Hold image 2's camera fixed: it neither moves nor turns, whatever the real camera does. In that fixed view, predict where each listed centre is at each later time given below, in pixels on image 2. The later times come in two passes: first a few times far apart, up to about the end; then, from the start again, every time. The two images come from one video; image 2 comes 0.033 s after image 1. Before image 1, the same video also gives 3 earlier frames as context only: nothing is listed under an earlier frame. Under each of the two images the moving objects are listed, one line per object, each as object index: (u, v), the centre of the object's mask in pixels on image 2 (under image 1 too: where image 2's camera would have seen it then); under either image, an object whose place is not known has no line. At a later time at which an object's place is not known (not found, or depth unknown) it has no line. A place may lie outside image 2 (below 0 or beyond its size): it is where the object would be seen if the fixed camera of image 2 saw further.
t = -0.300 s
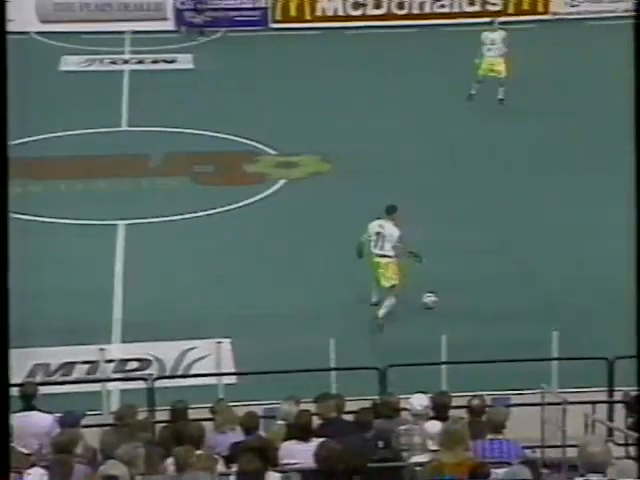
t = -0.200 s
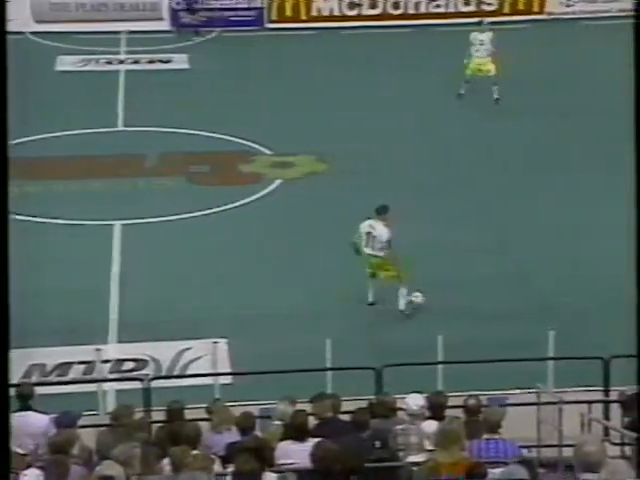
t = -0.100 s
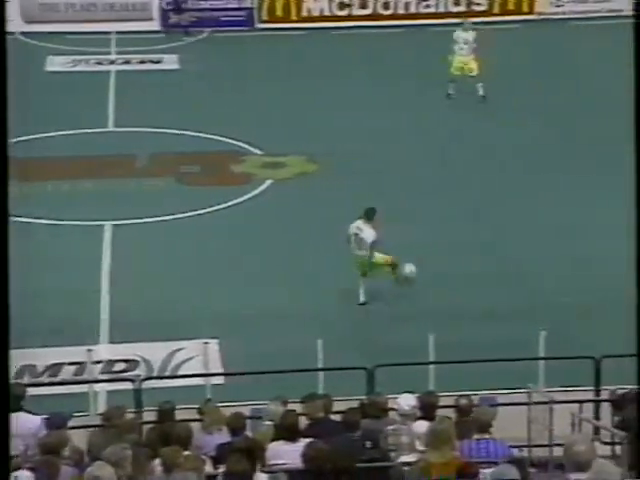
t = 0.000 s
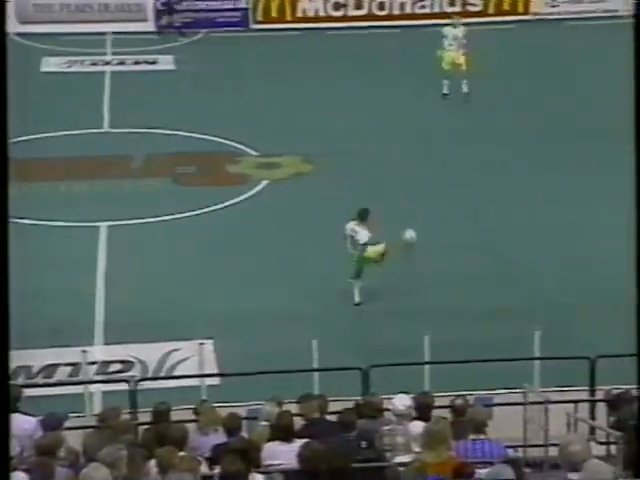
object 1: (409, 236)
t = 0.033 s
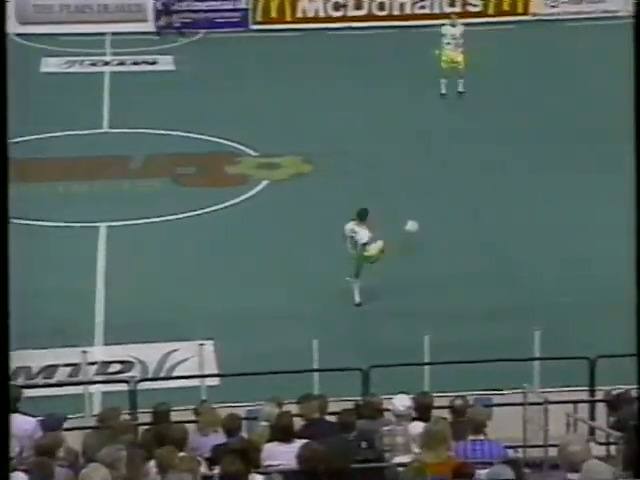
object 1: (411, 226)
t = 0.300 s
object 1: (419, 169)
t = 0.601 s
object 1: (421, 125)
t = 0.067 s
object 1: (413, 218)
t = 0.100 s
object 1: (414, 211)
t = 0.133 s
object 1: (415, 205)
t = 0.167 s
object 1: (416, 200)
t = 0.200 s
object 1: (417, 195)
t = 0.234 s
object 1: (417, 186)
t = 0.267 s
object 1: (418, 177)
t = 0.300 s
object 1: (419, 169)
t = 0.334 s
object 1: (419, 161)
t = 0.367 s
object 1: (419, 155)
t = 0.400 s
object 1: (420, 150)
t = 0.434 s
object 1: (420, 145)
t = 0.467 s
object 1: (420, 142)
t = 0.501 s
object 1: (420, 139)
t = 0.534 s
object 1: (421, 137)
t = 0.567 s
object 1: (421, 131)
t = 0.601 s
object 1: (421, 125)
